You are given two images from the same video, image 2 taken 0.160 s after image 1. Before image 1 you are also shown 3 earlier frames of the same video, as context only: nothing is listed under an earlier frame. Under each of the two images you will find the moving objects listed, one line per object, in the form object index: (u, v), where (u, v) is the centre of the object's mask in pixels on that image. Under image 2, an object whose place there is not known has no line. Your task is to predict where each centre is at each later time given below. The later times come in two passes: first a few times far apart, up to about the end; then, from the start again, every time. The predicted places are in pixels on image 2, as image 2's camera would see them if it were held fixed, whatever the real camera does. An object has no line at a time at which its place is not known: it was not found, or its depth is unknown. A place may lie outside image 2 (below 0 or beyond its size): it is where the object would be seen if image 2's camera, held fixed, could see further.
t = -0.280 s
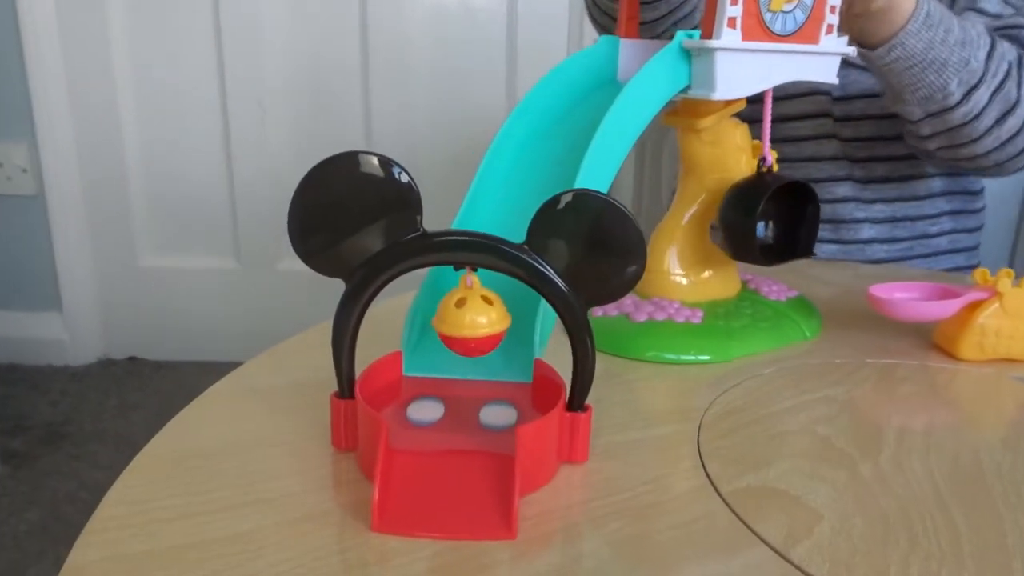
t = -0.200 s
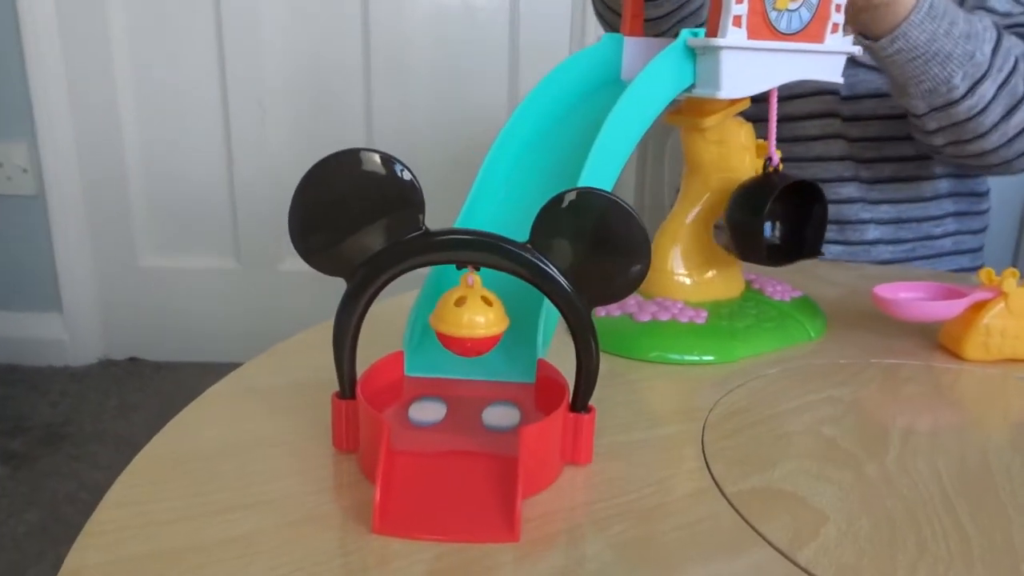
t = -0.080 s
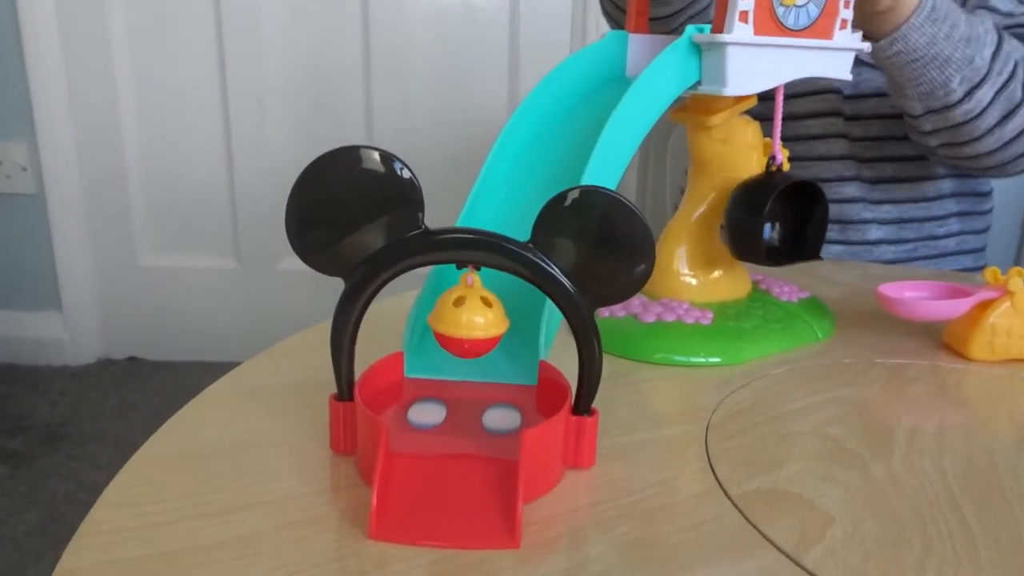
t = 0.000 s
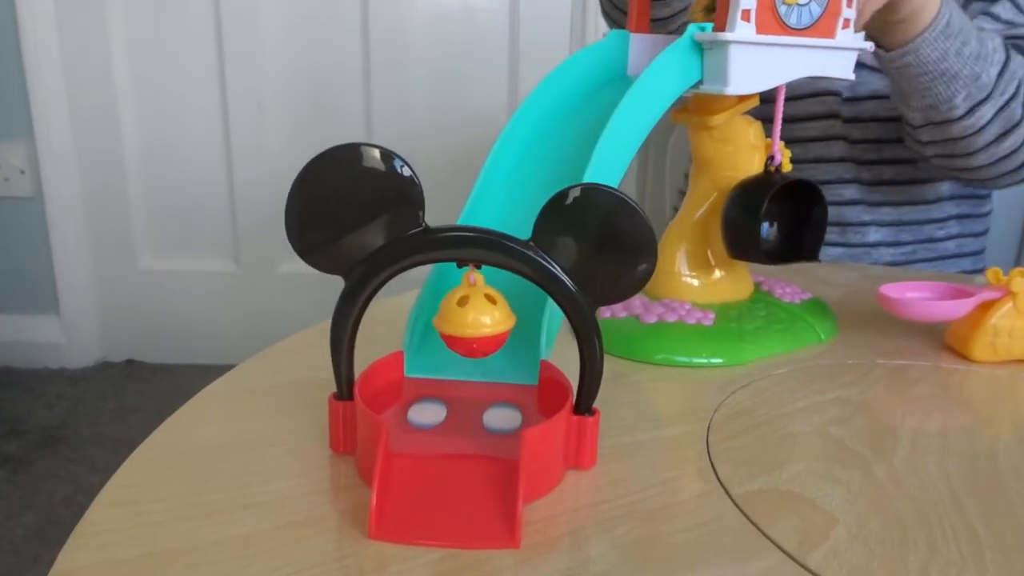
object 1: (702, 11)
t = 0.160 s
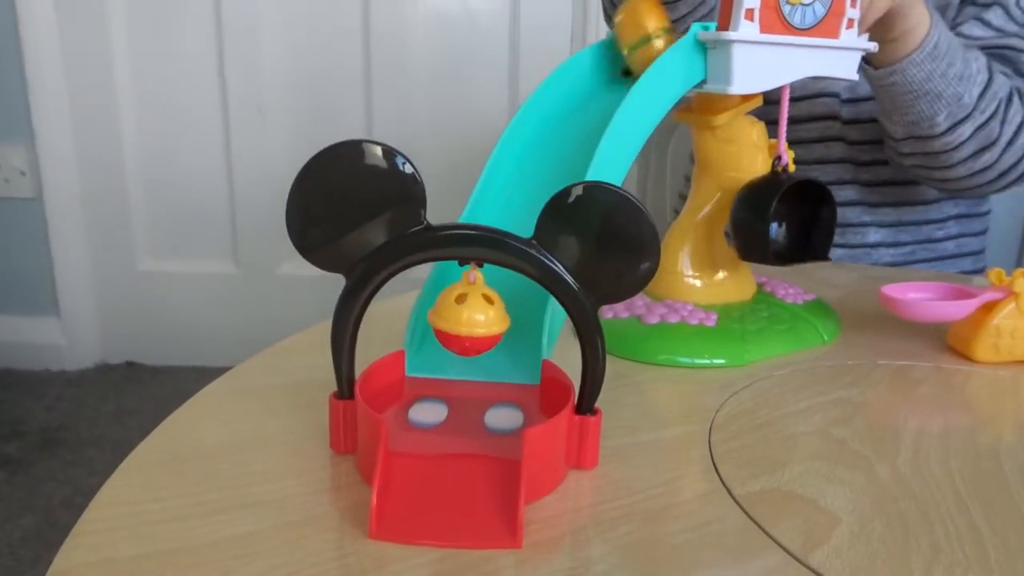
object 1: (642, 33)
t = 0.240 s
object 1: (603, 63)
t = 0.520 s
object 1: (489, 374)
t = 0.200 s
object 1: (619, 46)
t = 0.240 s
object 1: (603, 63)
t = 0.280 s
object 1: (579, 91)
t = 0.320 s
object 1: (548, 122)
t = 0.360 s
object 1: (508, 172)
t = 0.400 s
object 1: (506, 220)
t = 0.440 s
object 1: (517, 299)
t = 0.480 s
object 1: (508, 365)
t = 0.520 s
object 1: (489, 374)
